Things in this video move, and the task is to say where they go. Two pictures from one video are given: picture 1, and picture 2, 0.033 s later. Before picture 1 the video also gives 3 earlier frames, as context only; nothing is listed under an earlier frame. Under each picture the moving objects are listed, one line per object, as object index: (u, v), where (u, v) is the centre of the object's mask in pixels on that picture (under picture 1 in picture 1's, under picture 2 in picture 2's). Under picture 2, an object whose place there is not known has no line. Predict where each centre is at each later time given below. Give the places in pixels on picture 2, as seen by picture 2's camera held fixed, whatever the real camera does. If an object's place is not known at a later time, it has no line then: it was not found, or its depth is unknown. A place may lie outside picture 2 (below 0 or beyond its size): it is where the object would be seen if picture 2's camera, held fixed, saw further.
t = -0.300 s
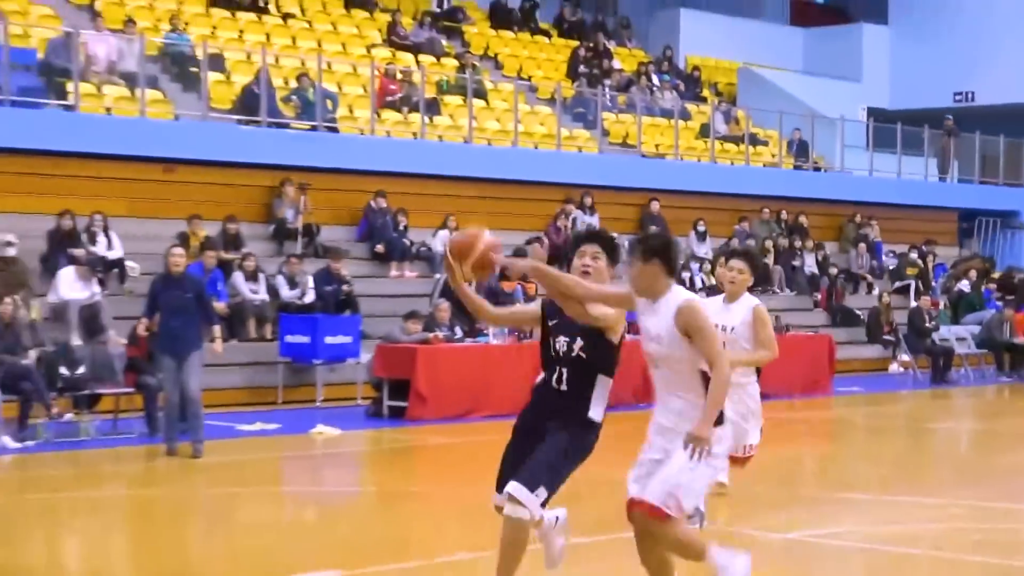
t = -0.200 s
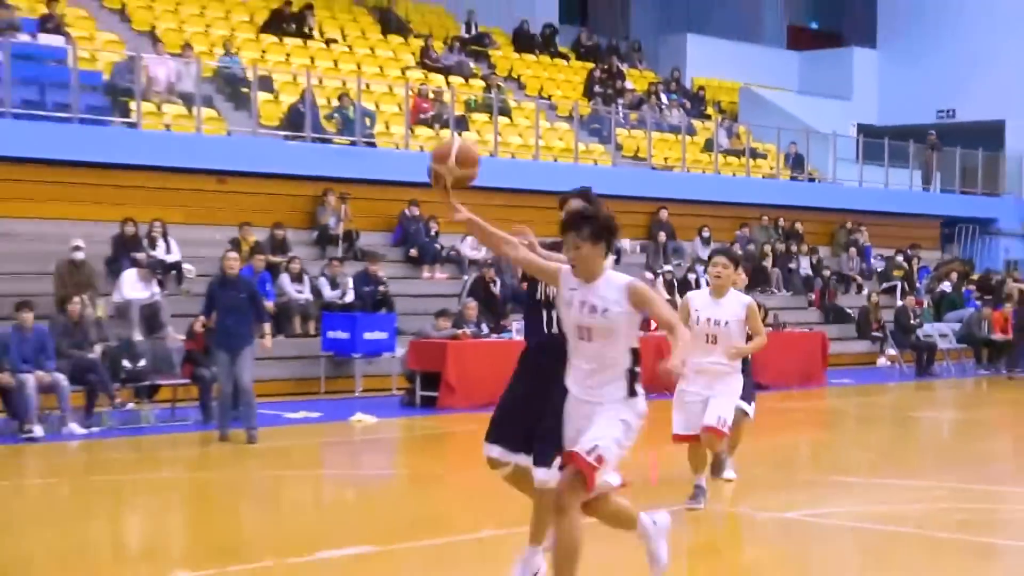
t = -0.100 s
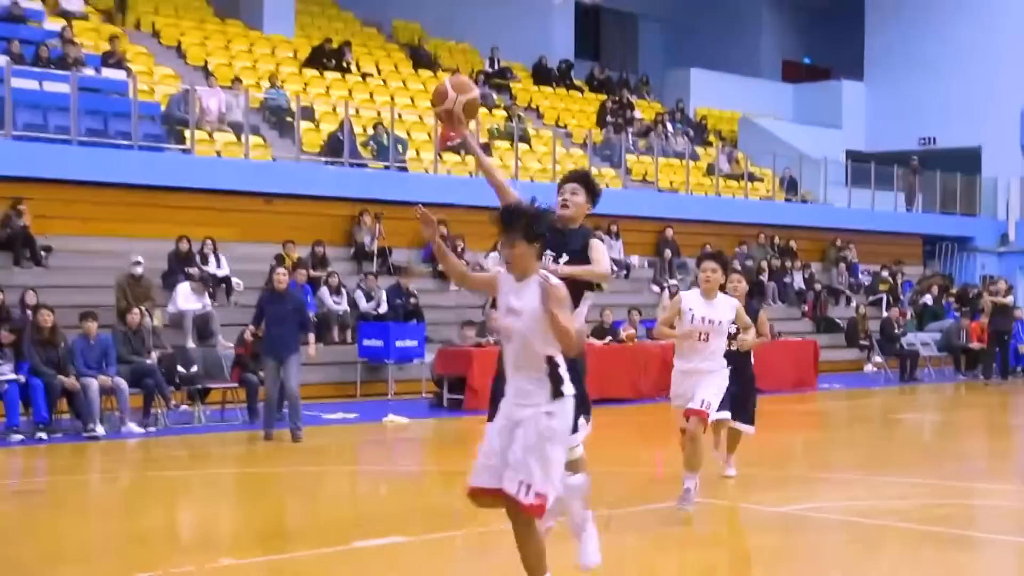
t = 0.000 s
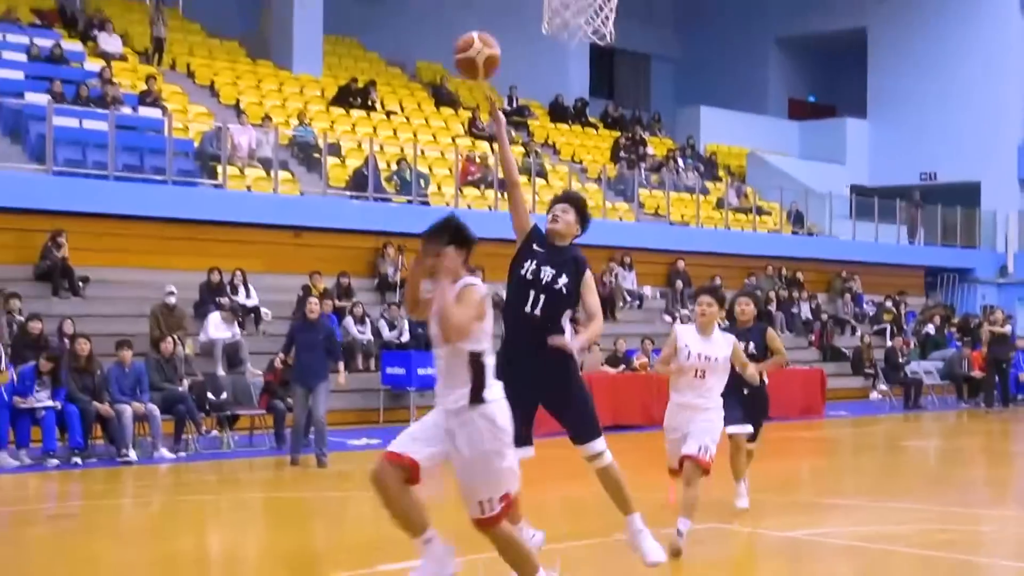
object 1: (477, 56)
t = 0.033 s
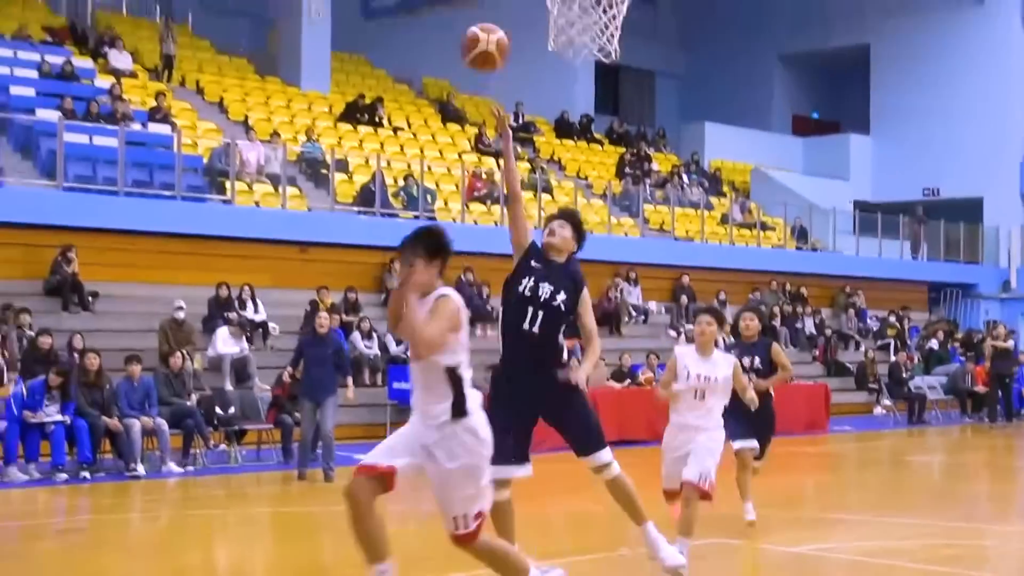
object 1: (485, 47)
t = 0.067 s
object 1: (488, 20)
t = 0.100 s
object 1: (491, 6)
